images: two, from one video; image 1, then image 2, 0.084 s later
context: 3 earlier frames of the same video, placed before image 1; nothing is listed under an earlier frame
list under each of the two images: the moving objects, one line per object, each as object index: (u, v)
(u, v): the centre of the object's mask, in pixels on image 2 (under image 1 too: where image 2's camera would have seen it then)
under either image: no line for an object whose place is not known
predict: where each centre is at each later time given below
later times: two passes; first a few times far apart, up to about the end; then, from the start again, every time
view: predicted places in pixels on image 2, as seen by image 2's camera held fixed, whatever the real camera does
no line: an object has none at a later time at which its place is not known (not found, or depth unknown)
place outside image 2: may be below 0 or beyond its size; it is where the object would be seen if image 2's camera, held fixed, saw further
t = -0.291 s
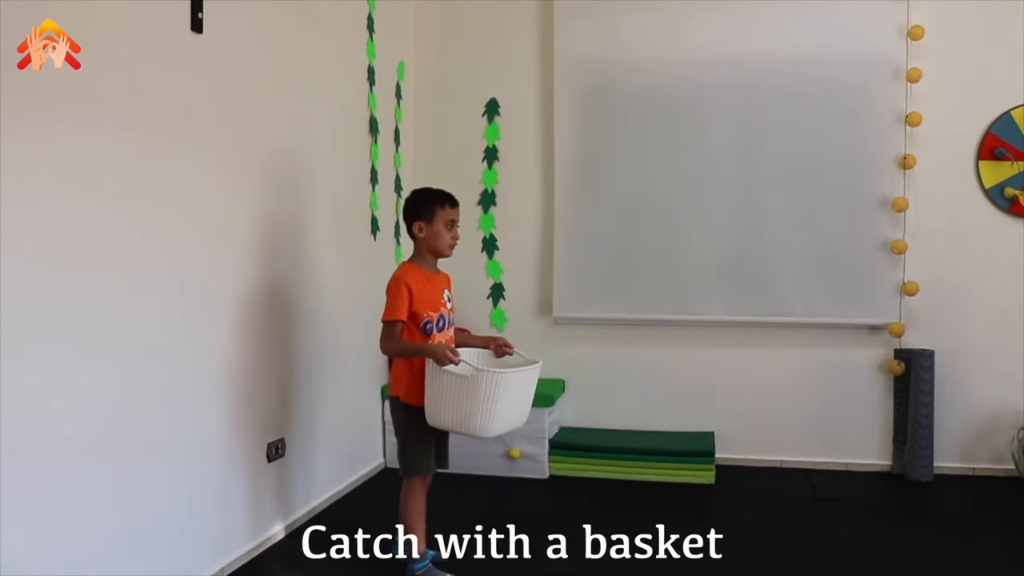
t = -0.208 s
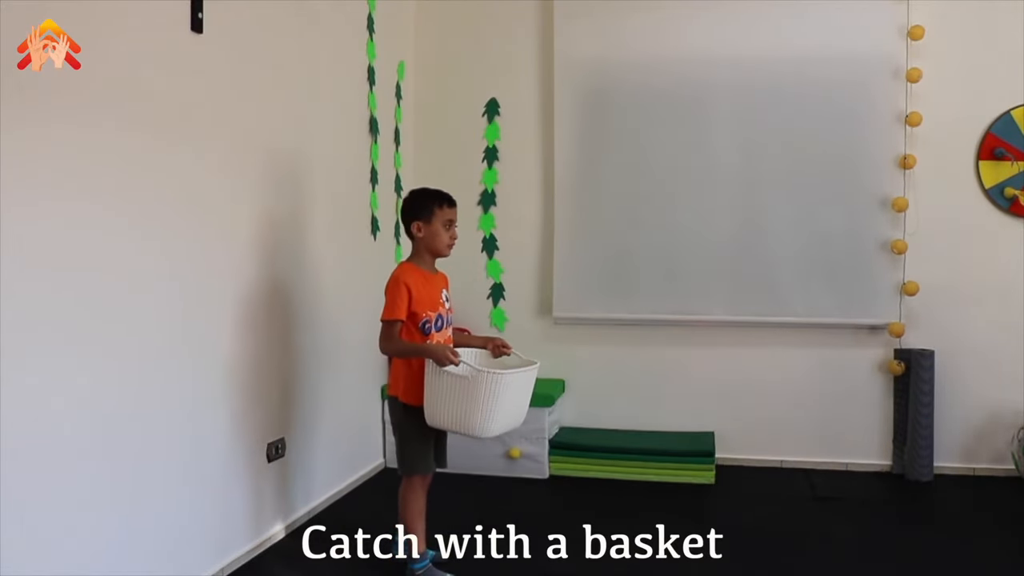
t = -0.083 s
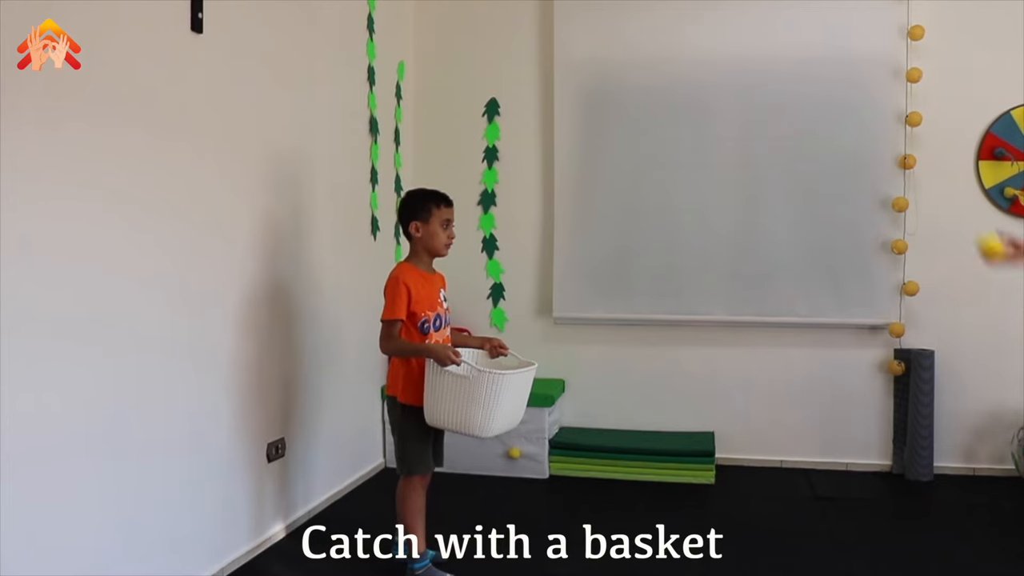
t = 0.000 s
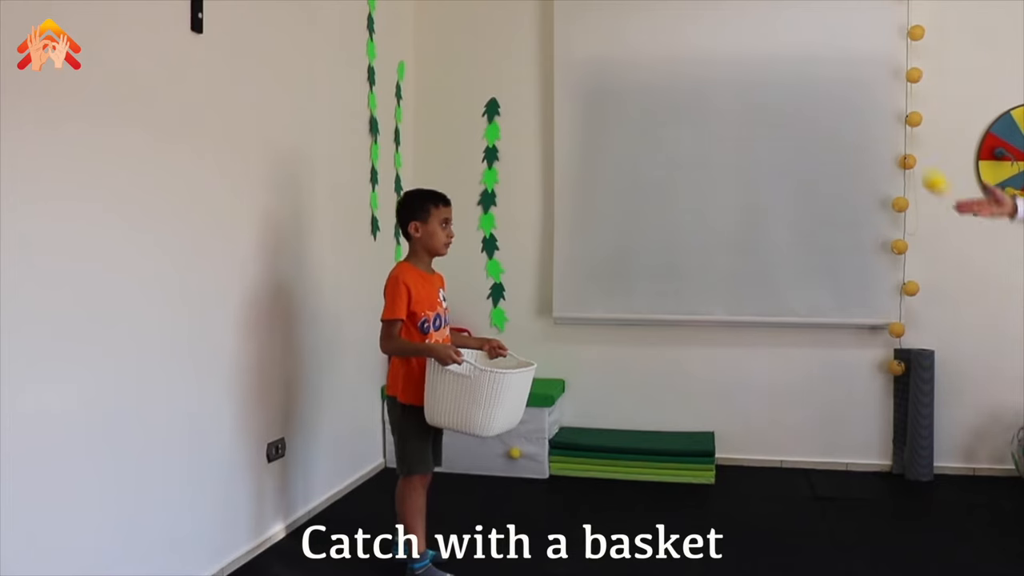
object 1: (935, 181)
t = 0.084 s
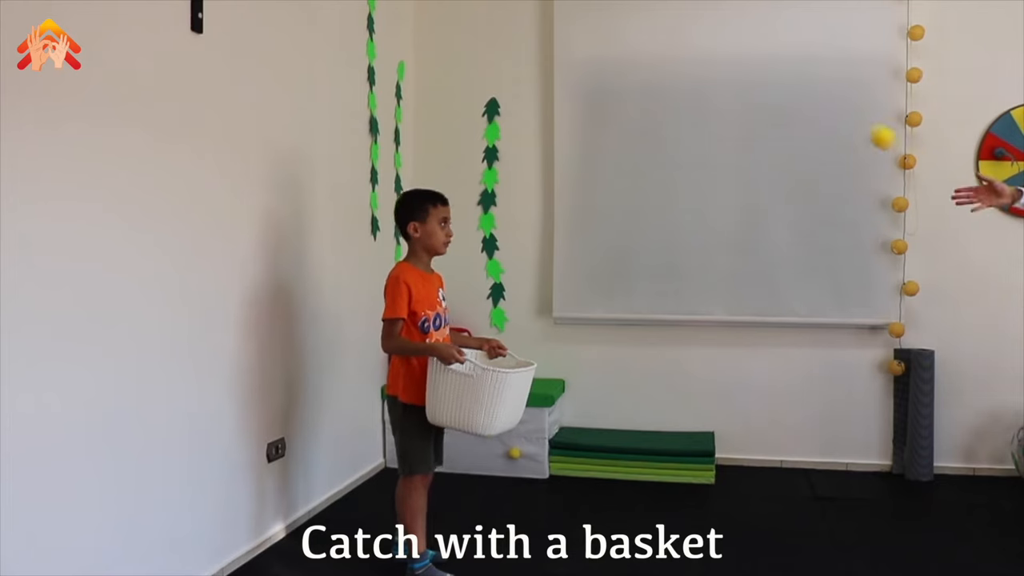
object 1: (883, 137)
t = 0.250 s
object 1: (782, 106)
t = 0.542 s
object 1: (624, 224)
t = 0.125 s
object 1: (857, 121)
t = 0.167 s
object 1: (831, 111)
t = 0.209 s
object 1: (807, 106)
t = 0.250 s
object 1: (782, 106)
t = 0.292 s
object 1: (758, 109)
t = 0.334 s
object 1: (734, 118)
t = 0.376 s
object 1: (711, 131)
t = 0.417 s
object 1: (688, 148)
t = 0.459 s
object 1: (667, 170)
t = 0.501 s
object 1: (645, 194)
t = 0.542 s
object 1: (624, 224)
